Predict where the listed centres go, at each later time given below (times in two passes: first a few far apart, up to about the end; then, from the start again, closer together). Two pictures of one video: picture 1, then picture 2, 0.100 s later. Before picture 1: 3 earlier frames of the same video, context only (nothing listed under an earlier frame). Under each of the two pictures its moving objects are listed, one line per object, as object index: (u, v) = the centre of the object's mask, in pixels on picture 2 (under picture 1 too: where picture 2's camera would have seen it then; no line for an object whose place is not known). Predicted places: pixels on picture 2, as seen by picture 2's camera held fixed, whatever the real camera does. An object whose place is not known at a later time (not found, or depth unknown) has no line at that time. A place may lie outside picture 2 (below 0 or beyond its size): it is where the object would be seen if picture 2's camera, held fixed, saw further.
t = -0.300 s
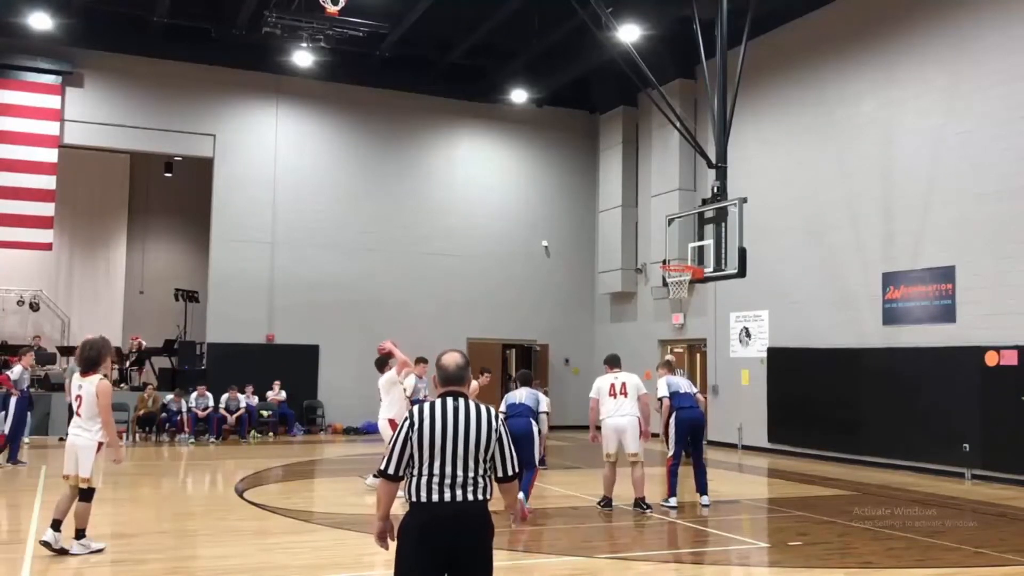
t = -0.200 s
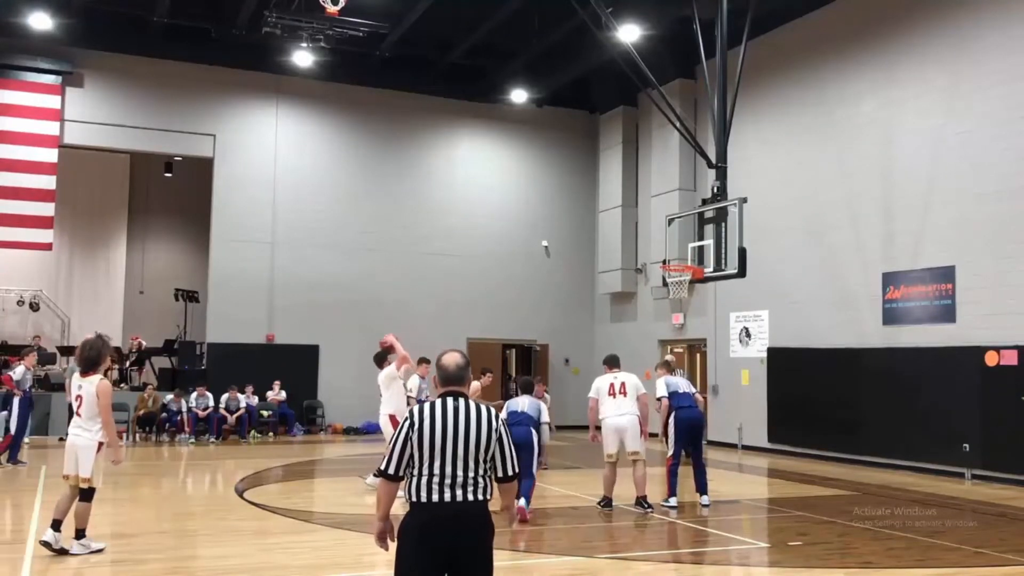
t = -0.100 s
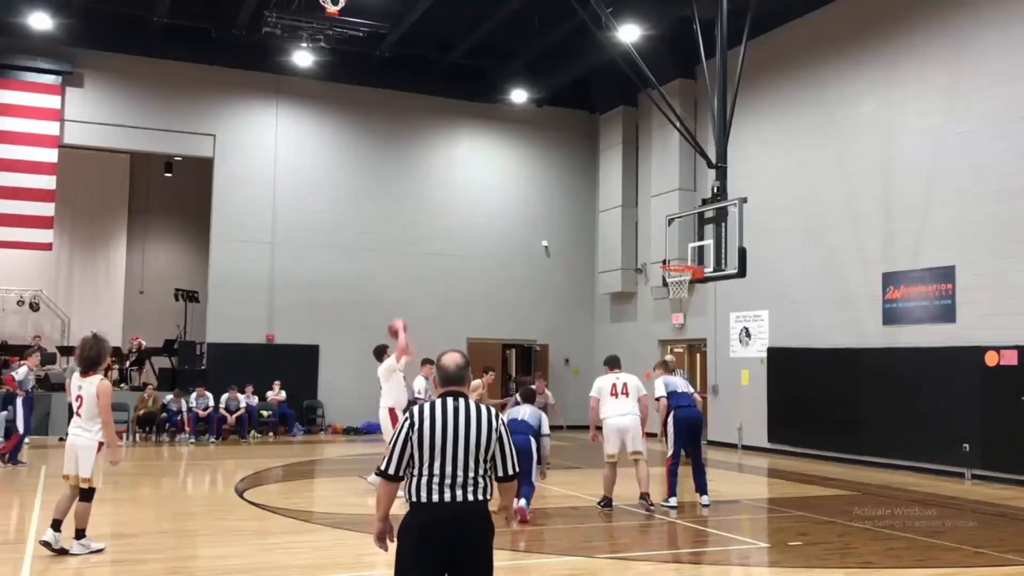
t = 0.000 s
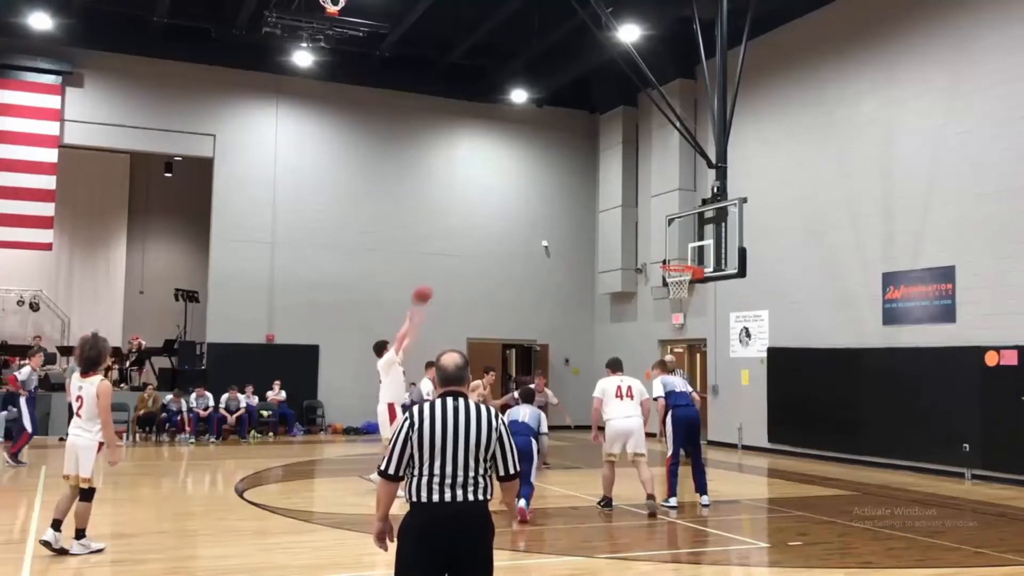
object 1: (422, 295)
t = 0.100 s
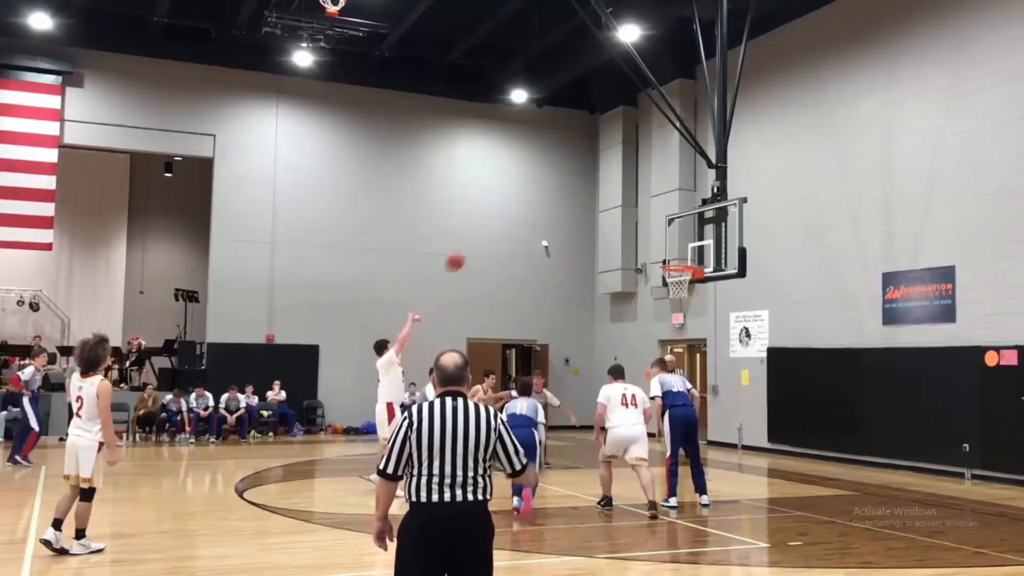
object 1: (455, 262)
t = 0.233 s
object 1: (497, 230)
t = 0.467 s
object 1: (565, 208)
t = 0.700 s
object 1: (629, 223)
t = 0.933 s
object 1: (682, 273)
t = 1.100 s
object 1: (666, 323)
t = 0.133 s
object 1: (466, 252)
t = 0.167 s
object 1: (477, 244)
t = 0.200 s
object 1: (487, 237)
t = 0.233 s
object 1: (497, 230)
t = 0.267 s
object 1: (507, 224)
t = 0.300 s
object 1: (518, 220)
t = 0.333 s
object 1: (527, 216)
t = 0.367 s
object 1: (537, 213)
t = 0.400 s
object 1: (546, 211)
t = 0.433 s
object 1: (556, 209)
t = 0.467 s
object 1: (565, 208)
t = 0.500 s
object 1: (574, 207)
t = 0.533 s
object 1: (584, 208)
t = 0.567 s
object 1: (592, 210)
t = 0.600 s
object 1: (601, 212)
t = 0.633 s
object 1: (610, 215)
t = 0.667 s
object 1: (620, 219)
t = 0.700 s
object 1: (629, 223)
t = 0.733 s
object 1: (637, 228)
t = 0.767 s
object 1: (645, 234)
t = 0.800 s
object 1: (654, 241)
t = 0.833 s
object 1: (662, 247)
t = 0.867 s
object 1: (670, 255)
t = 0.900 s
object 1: (680, 261)
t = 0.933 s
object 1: (682, 273)
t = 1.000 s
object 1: (680, 291)
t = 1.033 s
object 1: (673, 302)
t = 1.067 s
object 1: (669, 311)
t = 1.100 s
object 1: (666, 323)
